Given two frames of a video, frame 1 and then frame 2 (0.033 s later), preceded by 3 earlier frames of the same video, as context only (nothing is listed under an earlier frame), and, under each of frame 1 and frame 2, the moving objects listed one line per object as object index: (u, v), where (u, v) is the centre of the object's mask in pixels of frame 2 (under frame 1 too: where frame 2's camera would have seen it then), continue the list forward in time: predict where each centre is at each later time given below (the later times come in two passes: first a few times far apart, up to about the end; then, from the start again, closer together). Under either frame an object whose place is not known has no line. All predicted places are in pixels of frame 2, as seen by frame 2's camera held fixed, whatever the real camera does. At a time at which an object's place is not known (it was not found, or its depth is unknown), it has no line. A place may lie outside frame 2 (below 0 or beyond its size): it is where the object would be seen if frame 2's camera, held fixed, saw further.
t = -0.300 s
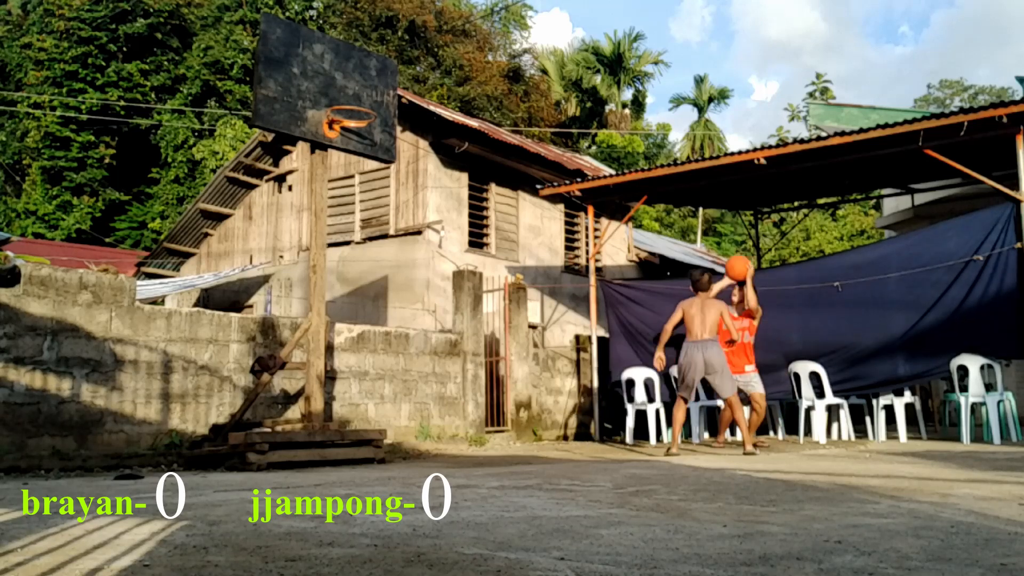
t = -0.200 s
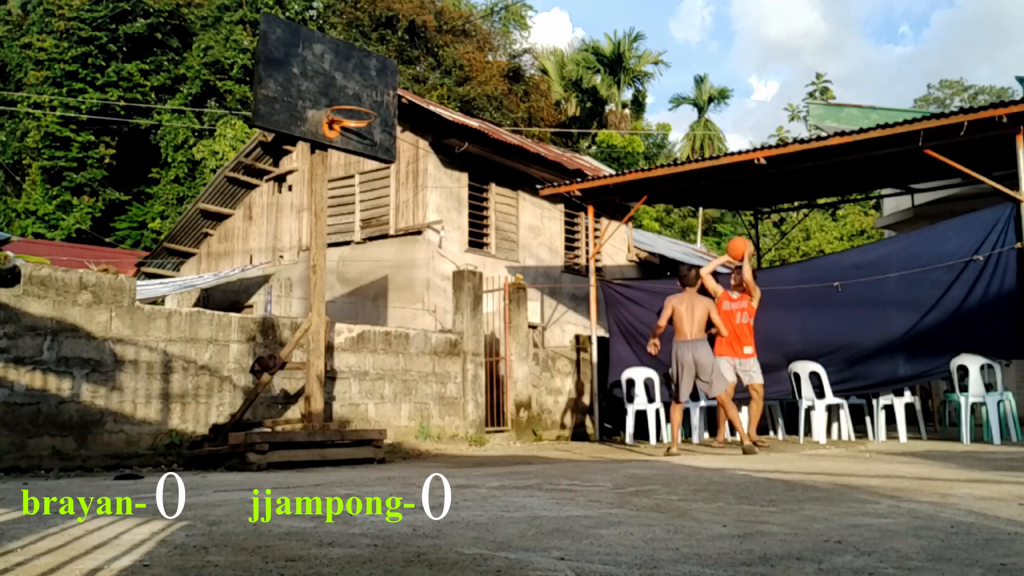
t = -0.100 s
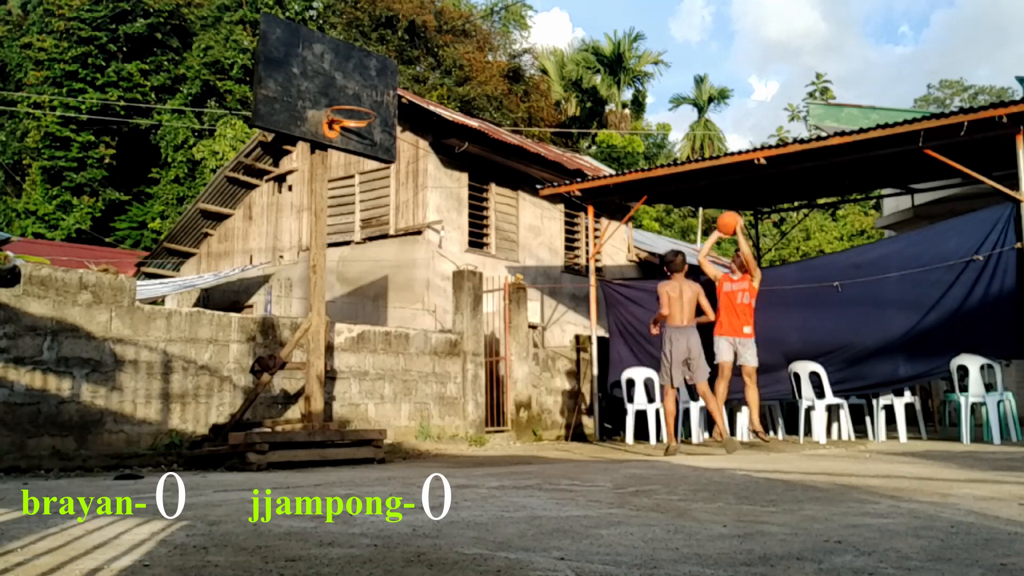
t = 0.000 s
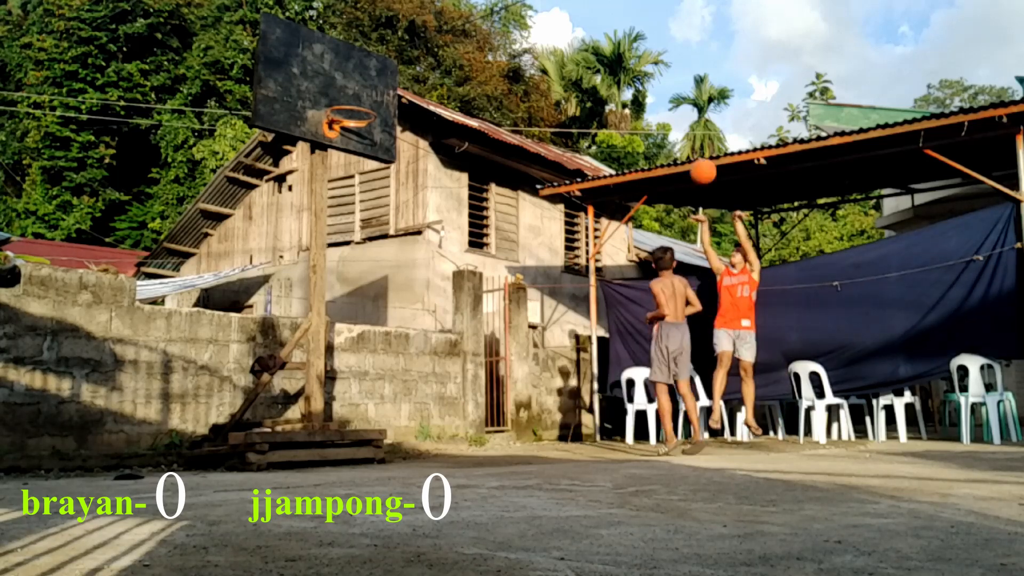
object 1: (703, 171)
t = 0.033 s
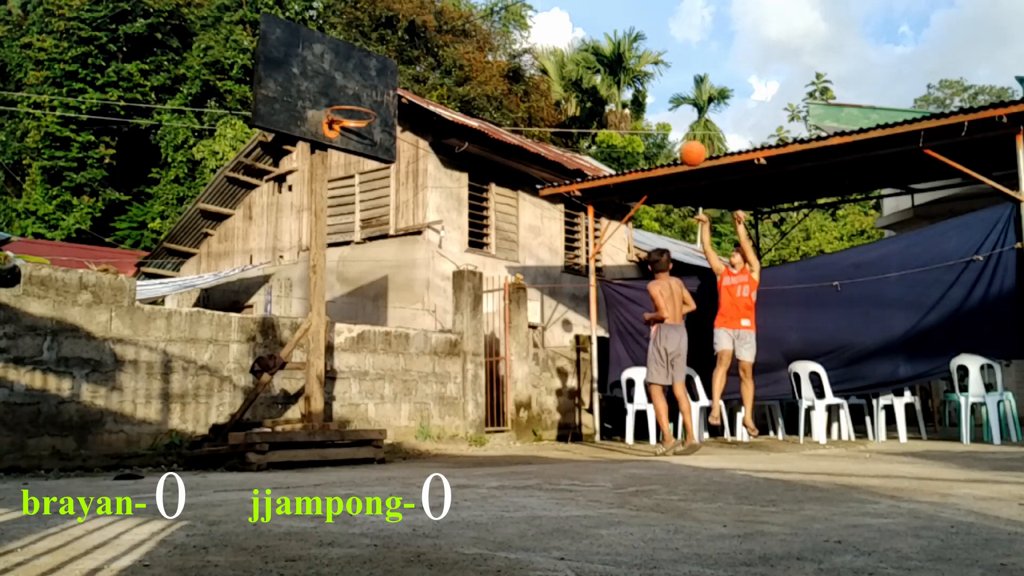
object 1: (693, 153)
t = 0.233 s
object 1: (630, 66)
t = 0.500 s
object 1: (537, 10)
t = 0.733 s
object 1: (443, 21)
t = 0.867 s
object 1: (383, 62)
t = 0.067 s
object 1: (683, 136)
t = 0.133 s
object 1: (662, 106)
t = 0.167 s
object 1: (651, 92)
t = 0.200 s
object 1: (641, 78)
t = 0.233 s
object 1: (630, 66)
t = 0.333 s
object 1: (596, 37)
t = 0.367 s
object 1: (585, 29)
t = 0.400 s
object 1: (573, 22)
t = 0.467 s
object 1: (549, 12)
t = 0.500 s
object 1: (537, 10)
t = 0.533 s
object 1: (524, 9)
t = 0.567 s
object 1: (512, 9)
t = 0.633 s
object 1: (485, 10)
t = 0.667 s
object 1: (471, 12)
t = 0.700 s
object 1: (457, 15)
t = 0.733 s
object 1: (443, 21)
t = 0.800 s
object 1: (413, 38)
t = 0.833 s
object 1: (398, 49)
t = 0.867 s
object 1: (383, 62)
